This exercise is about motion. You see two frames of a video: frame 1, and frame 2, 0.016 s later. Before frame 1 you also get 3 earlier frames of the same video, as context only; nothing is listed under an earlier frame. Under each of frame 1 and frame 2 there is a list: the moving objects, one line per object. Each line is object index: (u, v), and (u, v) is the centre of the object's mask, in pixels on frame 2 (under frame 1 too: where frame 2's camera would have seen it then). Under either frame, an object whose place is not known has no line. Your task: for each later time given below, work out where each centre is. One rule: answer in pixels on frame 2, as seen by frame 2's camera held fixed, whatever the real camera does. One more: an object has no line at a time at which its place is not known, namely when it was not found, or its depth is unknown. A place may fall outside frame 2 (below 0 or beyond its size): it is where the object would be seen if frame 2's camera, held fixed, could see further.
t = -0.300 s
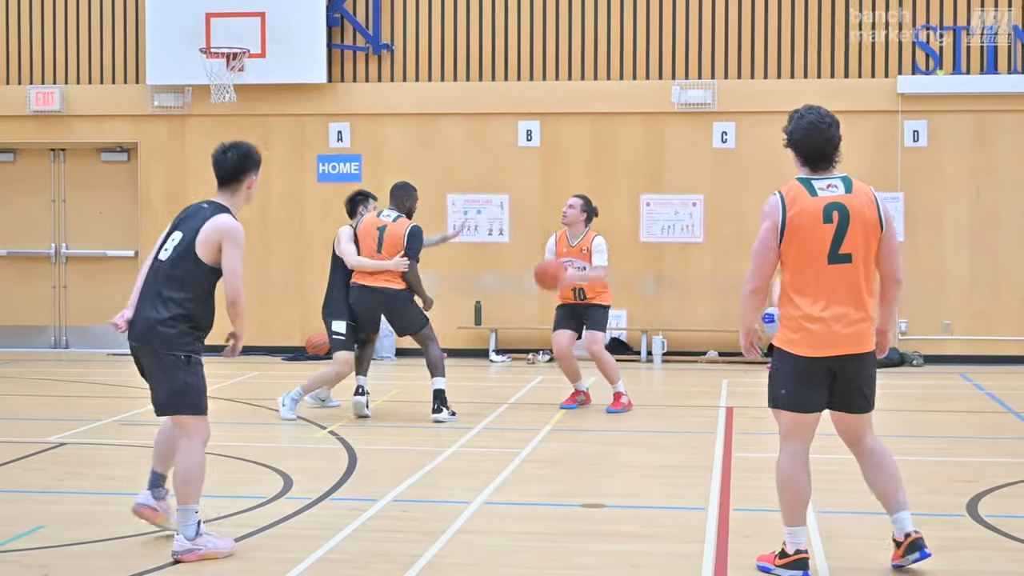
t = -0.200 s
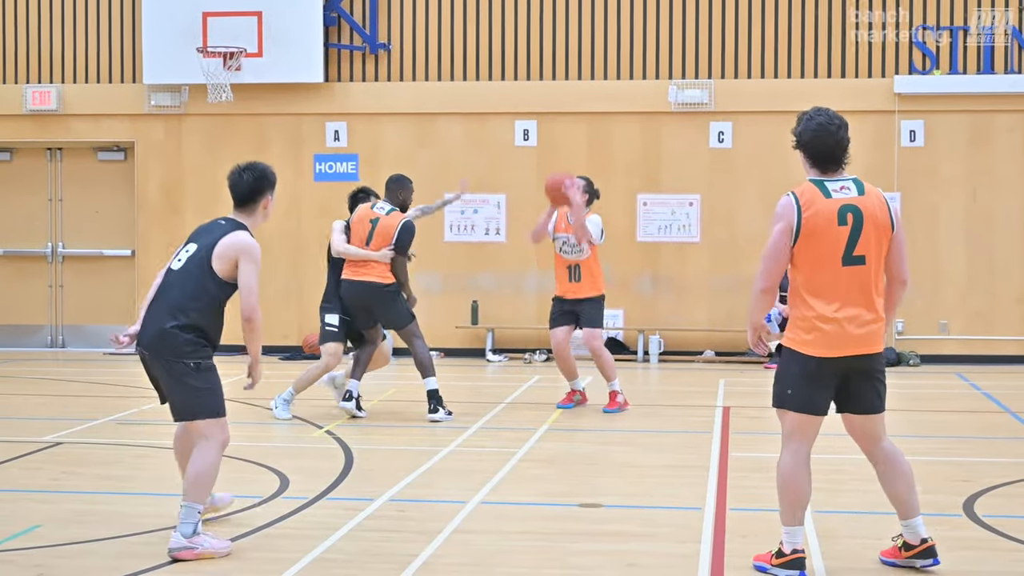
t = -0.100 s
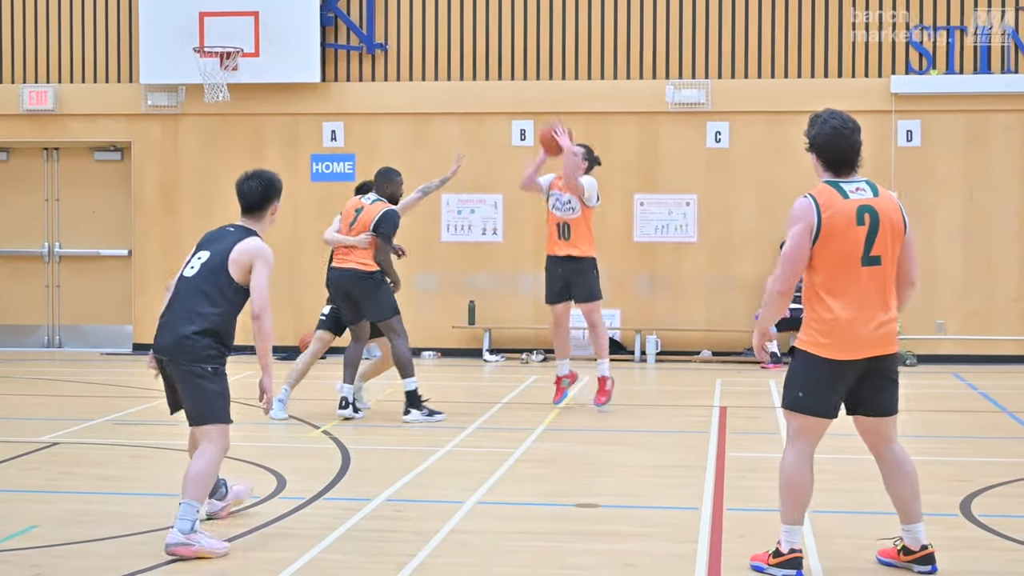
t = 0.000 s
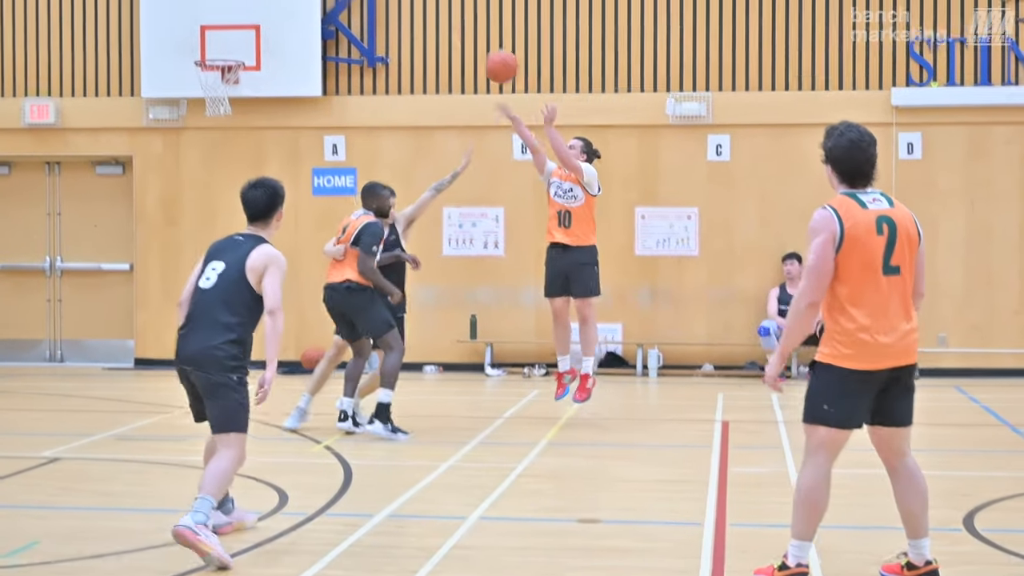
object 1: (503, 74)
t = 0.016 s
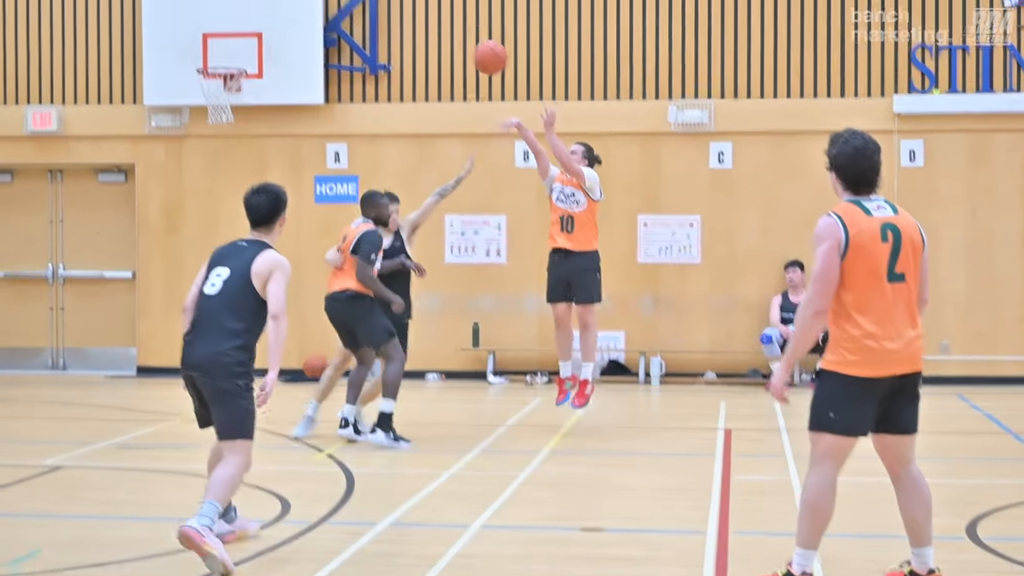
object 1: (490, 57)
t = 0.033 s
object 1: (476, 41)
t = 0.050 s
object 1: (464, 25)
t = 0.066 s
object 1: (449, 9)
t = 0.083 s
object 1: (434, -6)
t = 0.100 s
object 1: (420, -22)
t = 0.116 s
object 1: (407, -37)
